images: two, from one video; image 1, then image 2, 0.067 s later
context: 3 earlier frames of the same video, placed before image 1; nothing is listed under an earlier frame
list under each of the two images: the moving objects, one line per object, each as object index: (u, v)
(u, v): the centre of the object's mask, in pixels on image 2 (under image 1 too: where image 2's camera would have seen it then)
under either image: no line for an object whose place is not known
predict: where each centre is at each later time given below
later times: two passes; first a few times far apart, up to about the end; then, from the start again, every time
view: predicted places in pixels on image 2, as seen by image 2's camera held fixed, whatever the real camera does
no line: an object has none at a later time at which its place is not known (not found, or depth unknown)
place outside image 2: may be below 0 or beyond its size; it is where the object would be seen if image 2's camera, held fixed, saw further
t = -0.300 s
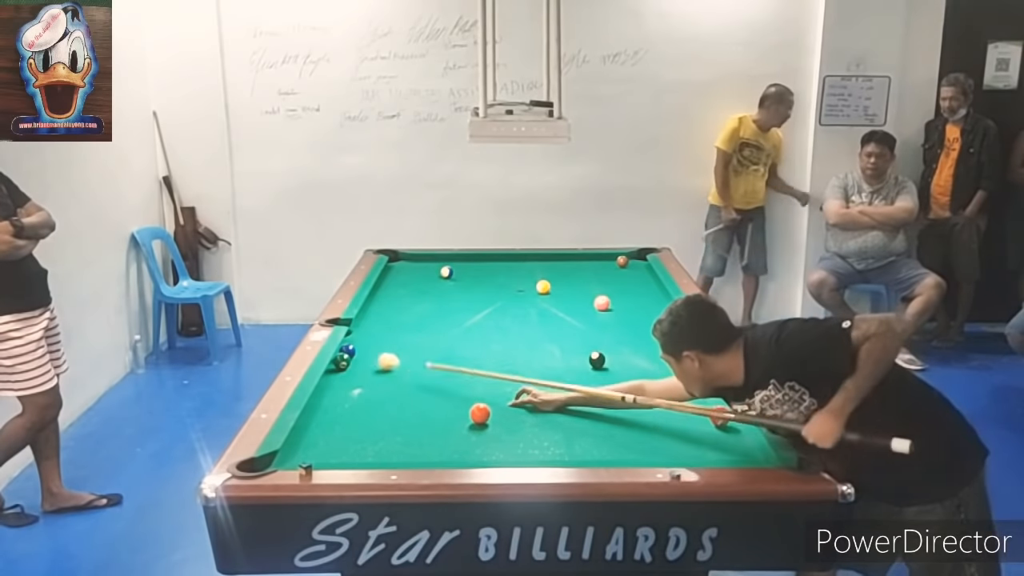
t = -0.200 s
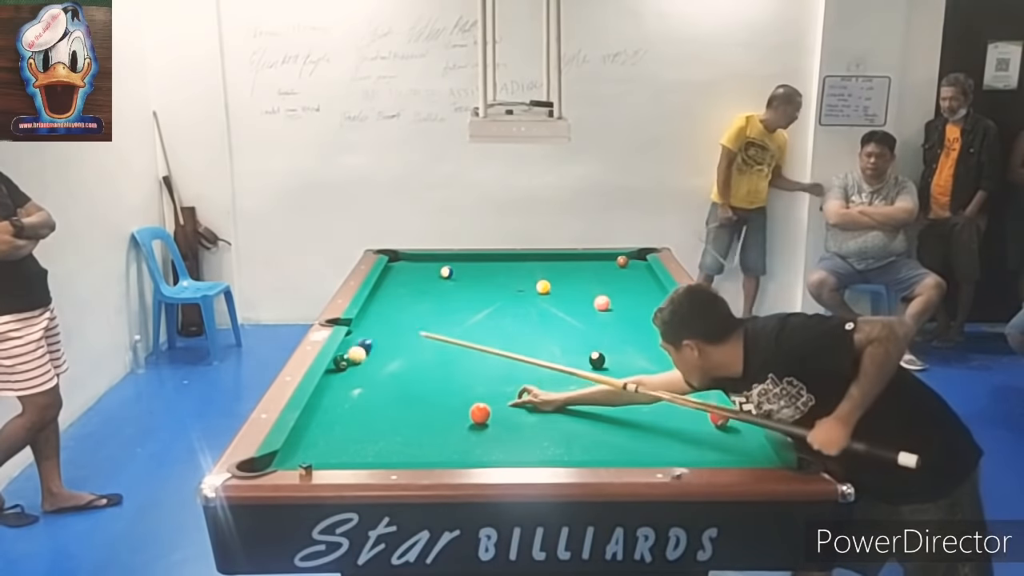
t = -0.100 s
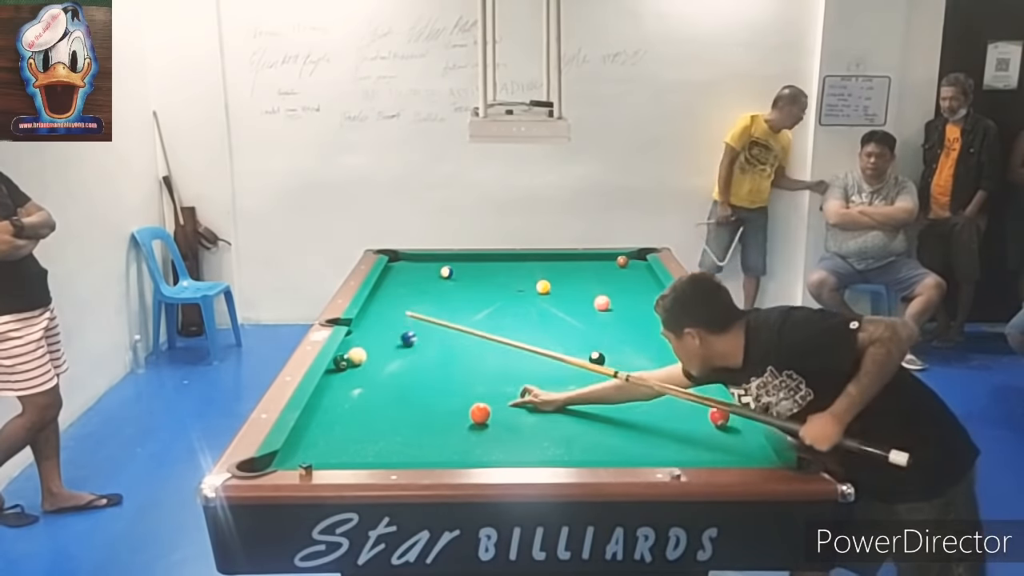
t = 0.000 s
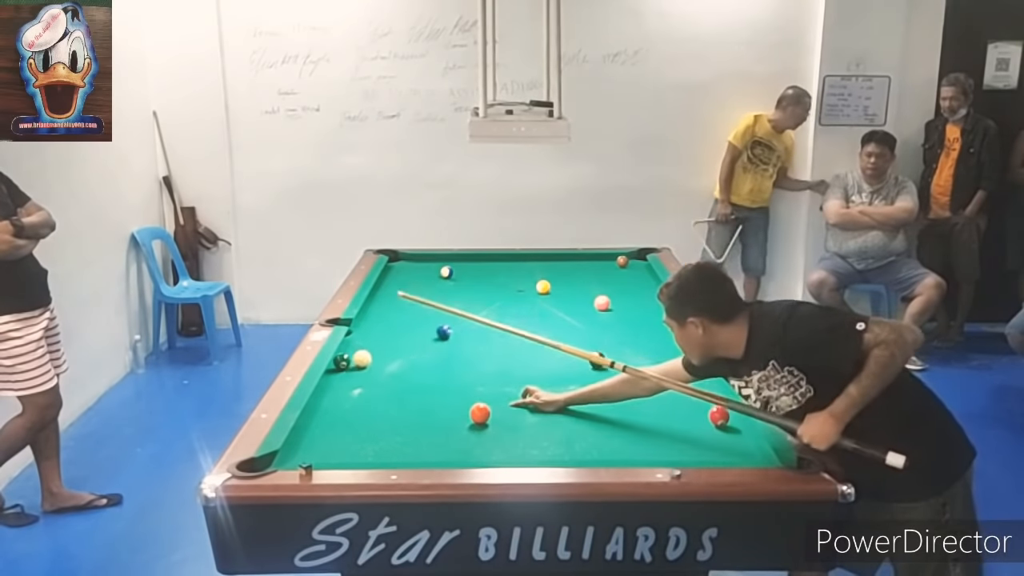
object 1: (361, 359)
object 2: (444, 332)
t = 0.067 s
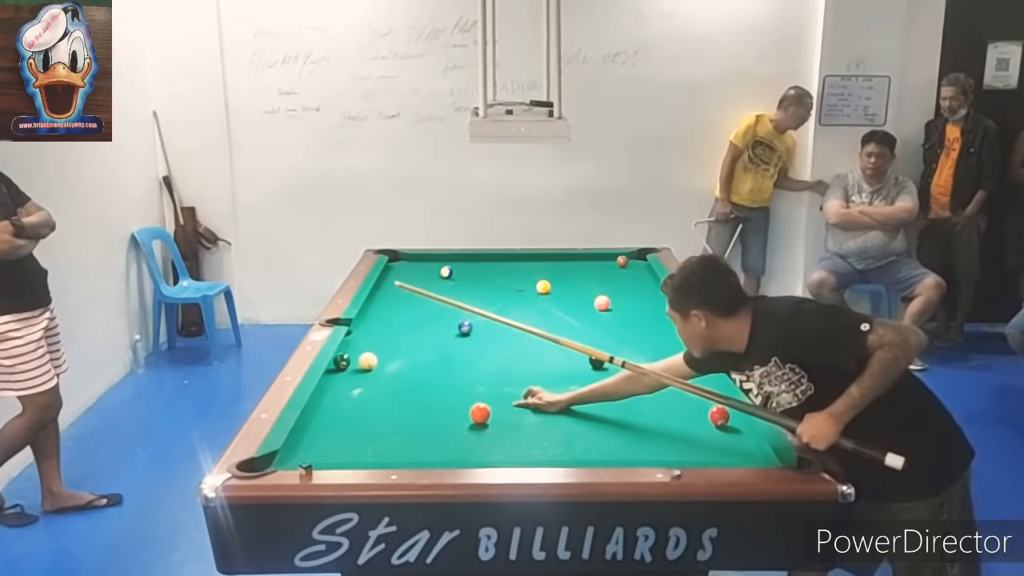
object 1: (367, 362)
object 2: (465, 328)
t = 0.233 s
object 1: (385, 368)
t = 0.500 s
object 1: (415, 380)
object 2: (588, 305)
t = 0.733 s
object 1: (442, 390)
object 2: (596, 300)
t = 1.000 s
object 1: (474, 398)
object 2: (607, 294)
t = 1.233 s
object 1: (503, 411)
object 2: (610, 290)
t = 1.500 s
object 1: (536, 424)
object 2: (600, 284)
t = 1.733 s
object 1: (568, 435)
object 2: (591, 278)
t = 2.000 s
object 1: (602, 447)
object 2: (583, 274)
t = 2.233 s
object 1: (632, 454)
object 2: (577, 270)
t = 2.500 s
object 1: (649, 450)
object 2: (570, 265)
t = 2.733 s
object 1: (662, 447)
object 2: (563, 261)
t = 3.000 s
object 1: (676, 442)
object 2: (558, 258)
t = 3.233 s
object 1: (686, 438)
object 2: (557, 257)
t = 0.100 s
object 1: (370, 363)
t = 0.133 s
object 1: (374, 364)
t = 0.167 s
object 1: (378, 366)
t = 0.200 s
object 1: (381, 367)
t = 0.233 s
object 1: (385, 368)
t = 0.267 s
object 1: (389, 370)
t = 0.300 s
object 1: (393, 371)
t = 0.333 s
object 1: (396, 373)
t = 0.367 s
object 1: (400, 374)
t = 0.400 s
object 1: (404, 375)
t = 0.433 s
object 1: (408, 377)
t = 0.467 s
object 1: (411, 378)
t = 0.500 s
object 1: (415, 380)
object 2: (588, 305)
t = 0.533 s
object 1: (419, 381)
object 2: (589, 305)
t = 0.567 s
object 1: (423, 383)
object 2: (589, 304)
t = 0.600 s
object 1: (427, 384)
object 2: (590, 303)
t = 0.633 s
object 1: (431, 385)
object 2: (591, 302)
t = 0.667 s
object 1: (435, 387)
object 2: (593, 302)
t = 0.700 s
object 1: (439, 388)
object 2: (593, 301)
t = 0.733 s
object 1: (442, 390)
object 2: (596, 300)
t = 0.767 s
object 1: (446, 391)
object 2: (597, 300)
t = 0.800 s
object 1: (450, 393)
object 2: (599, 299)
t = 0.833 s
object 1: (454, 394)
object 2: (600, 298)
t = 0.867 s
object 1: (459, 396)
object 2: (602, 297)
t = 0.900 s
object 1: (462, 397)
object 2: (603, 296)
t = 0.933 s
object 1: (466, 398)
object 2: (605, 296)
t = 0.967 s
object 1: (470, 399)
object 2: (606, 295)
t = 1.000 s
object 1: (474, 398)
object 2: (607, 294)
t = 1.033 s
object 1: (478, 399)
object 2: (609, 293)
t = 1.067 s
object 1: (484, 399)
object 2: (611, 293)
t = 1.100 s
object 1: (489, 403)
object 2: (612, 292)
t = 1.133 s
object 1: (493, 405)
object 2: (613, 292)
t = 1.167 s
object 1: (496, 407)
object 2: (614, 291)
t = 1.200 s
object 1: (499, 410)
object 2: (612, 290)
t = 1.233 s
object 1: (503, 411)
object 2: (610, 290)
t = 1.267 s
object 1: (507, 413)
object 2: (609, 289)
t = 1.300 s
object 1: (511, 415)
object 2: (607, 288)
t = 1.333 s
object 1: (516, 416)
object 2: (606, 287)
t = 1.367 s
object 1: (520, 417)
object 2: (605, 286)
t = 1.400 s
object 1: (524, 419)
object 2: (604, 286)
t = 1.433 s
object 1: (528, 420)
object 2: (602, 285)
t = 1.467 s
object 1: (532, 422)
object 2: (601, 284)
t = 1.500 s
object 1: (536, 424)
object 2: (600, 284)
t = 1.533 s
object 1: (540, 425)
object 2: (599, 283)
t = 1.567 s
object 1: (545, 427)
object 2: (598, 282)
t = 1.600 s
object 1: (549, 428)
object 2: (597, 281)
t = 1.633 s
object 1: (553, 430)
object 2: (595, 281)
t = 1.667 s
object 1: (557, 432)
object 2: (594, 280)
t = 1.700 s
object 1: (562, 433)
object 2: (593, 279)
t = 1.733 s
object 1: (568, 435)
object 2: (591, 278)
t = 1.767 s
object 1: (572, 437)
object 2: (590, 278)
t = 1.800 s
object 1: (576, 438)
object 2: (589, 277)
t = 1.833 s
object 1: (581, 440)
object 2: (588, 277)
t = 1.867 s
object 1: (585, 442)
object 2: (587, 276)
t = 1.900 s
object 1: (589, 443)
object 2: (586, 275)
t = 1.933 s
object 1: (594, 445)
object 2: (585, 274)
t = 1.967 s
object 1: (598, 446)
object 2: (584, 274)
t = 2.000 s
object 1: (602, 447)
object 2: (583, 274)
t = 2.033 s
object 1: (607, 449)
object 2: (582, 273)
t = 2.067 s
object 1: (611, 450)
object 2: (580, 273)
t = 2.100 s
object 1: (615, 451)
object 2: (580, 272)
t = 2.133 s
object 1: (619, 452)
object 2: (579, 271)
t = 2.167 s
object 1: (624, 453)
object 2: (579, 270)
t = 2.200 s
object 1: (628, 454)
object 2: (578, 270)
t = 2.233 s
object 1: (632, 454)
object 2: (577, 270)
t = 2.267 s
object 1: (634, 453)
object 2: (575, 269)
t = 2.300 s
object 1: (636, 453)
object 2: (574, 268)
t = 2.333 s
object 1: (638, 452)
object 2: (573, 268)
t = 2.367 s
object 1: (640, 452)
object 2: (573, 267)
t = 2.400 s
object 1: (642, 451)
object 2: (572, 266)
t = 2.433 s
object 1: (645, 451)
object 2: (571, 266)
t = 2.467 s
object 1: (646, 451)
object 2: (570, 266)
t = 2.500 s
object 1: (649, 450)
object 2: (570, 265)
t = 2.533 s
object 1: (651, 450)
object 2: (568, 264)
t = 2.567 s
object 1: (653, 449)
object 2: (568, 264)
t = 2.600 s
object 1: (655, 449)
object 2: (567, 263)
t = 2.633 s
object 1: (656, 448)
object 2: (566, 263)
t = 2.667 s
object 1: (658, 448)
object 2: (565, 262)
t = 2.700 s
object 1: (660, 447)
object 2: (564, 262)
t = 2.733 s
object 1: (662, 447)
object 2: (563, 261)
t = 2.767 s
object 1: (664, 446)
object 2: (563, 261)
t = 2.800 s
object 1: (666, 446)
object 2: (562, 261)
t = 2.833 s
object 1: (668, 445)
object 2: (561, 260)
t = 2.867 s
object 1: (669, 445)
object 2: (561, 259)
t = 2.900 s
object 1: (671, 444)
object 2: (560, 259)
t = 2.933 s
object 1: (673, 443)
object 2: (559, 258)
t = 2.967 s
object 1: (674, 443)
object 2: (559, 258)
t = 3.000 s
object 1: (676, 442)
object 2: (558, 258)
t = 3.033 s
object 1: (677, 441)
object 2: (557, 258)
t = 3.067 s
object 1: (679, 441)
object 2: (556, 257)
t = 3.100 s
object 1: (680, 440)
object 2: (555, 257)
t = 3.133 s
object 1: (682, 440)
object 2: (555, 256)
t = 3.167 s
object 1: (683, 439)
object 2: (556, 256)
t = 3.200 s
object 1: (684, 438)
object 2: (557, 257)
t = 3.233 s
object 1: (686, 438)
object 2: (557, 257)
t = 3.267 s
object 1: (687, 438)
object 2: (557, 258)
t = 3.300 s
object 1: (689, 437)
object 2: (558, 258)
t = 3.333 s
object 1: (690, 436)
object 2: (557, 258)
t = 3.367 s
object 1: (691, 436)
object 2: (558, 258)
